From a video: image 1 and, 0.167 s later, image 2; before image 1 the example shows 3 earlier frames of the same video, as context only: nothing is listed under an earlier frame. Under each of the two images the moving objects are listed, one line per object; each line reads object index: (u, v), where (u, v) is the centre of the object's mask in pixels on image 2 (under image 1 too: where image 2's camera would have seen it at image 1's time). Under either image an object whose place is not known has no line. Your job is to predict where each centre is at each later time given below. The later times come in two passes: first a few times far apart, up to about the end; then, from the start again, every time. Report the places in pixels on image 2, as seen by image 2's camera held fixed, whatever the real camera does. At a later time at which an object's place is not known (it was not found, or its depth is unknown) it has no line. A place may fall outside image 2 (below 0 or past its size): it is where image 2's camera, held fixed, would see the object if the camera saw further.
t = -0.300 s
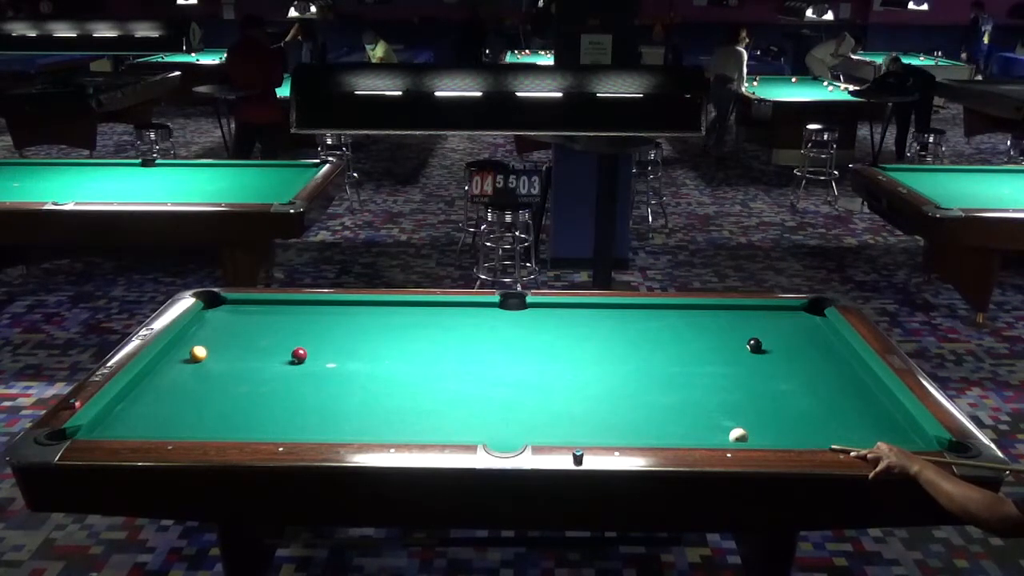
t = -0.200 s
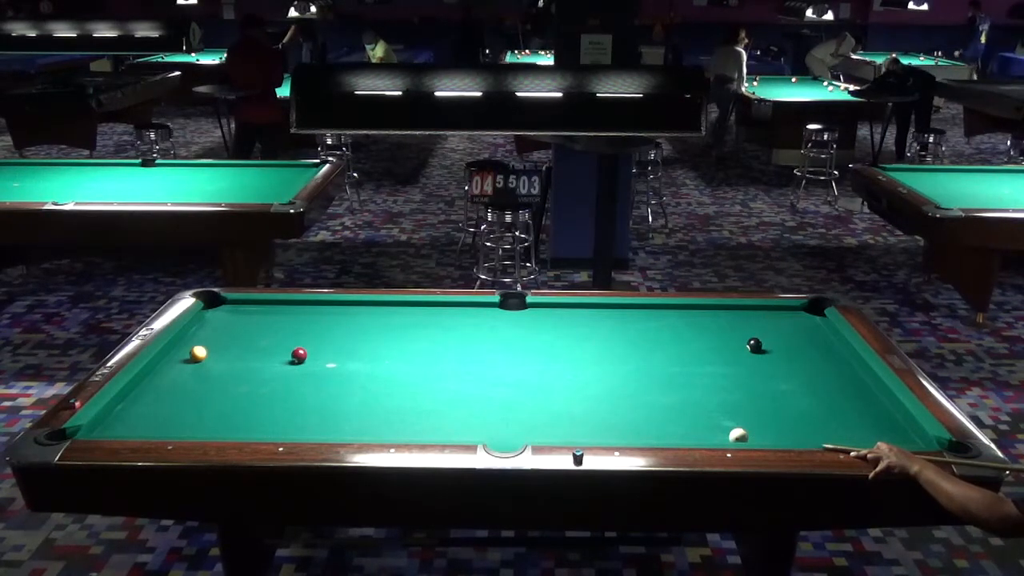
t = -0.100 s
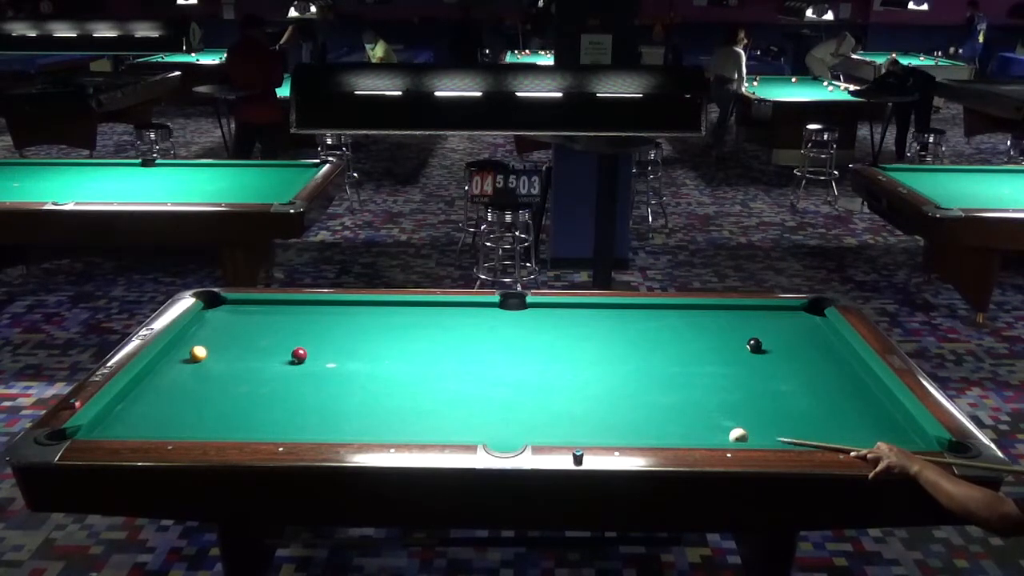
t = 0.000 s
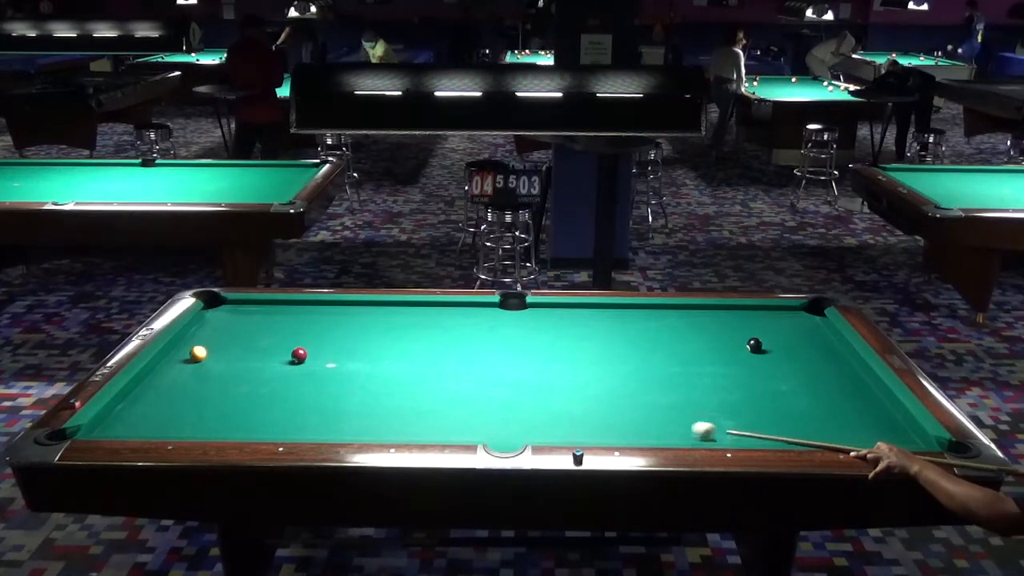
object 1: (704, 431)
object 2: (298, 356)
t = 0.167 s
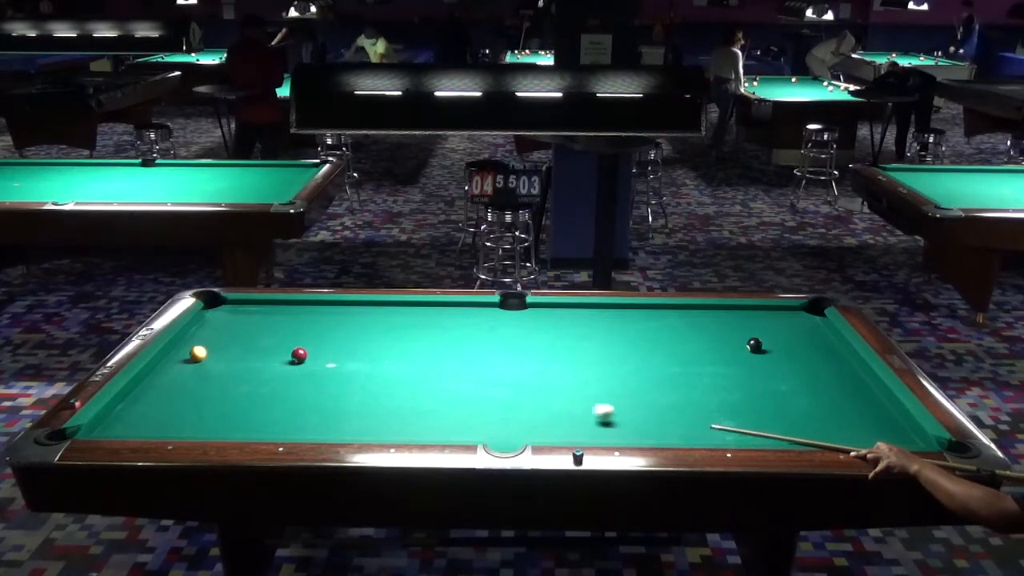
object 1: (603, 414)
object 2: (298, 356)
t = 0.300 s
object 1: (530, 401)
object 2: (298, 356)
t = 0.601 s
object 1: (380, 374)
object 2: (298, 356)
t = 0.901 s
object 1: (274, 366)
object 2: (275, 342)
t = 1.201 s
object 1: (195, 373)
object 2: (239, 321)
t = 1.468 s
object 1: (148, 379)
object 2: (212, 305)
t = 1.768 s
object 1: (183, 386)
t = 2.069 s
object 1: (217, 392)
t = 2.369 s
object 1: (249, 399)
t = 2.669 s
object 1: (280, 405)
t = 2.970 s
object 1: (310, 412)
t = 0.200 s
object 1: (585, 410)
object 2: (298, 356)
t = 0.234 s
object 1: (566, 407)
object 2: (298, 356)
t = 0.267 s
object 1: (548, 404)
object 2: (298, 356)
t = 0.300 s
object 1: (530, 401)
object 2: (298, 356)
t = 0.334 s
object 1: (512, 398)
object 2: (298, 356)
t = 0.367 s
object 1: (495, 394)
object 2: (298, 356)
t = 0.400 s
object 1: (477, 391)
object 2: (298, 356)
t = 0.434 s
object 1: (461, 388)
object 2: (298, 356)
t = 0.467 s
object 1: (444, 385)
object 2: (298, 356)
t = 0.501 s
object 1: (428, 382)
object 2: (298, 356)
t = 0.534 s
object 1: (411, 379)
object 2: (298, 356)
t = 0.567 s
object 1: (395, 376)
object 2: (298, 356)
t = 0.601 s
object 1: (380, 374)
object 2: (298, 356)
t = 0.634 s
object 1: (364, 371)
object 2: (298, 356)
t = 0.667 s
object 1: (348, 368)
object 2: (298, 356)
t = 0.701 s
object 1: (335, 365)
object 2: (298, 356)
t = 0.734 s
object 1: (320, 363)
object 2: (298, 356)
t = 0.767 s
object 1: (306, 361)
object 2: (295, 355)
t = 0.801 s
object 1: (298, 362)
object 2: (291, 351)
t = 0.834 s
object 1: (290, 364)
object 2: (285, 348)
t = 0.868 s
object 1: (283, 365)
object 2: (280, 345)
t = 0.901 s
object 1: (274, 366)
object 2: (275, 342)
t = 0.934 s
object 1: (265, 367)
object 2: (270, 340)
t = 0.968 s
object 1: (257, 368)
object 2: (266, 337)
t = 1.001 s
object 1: (248, 368)
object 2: (262, 335)
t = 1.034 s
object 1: (239, 369)
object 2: (257, 333)
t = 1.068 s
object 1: (230, 370)
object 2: (254, 330)
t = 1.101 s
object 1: (221, 371)
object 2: (250, 328)
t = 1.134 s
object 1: (213, 371)
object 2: (246, 326)
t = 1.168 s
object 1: (204, 372)
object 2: (243, 323)
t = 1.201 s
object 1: (195, 373)
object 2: (239, 321)
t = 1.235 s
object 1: (186, 373)
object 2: (235, 319)
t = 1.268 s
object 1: (177, 374)
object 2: (232, 317)
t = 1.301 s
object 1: (168, 375)
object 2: (229, 315)
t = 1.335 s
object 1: (159, 376)
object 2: (225, 313)
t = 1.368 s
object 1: (150, 376)
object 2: (222, 310)
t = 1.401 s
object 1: (141, 378)
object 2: (218, 309)
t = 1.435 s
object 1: (144, 378)
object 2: (216, 306)
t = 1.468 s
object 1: (148, 379)
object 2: (212, 305)
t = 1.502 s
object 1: (152, 380)
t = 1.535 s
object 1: (156, 381)
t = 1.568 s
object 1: (160, 381)
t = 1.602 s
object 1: (164, 382)
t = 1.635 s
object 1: (168, 382)
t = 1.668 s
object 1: (171, 384)
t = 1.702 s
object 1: (175, 384)
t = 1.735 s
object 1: (179, 385)
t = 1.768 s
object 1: (183, 386)
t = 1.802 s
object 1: (187, 386)
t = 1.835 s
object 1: (190, 387)
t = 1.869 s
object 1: (194, 388)
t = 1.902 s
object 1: (198, 389)
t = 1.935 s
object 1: (201, 390)
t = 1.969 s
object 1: (205, 390)
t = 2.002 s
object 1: (209, 391)
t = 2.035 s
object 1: (213, 391)
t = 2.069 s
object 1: (217, 392)
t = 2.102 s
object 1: (220, 393)
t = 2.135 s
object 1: (224, 394)
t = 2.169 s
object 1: (227, 395)
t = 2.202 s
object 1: (231, 395)
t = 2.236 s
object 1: (235, 396)
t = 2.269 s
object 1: (238, 397)
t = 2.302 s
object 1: (242, 398)
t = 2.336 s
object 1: (245, 398)
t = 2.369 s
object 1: (249, 399)
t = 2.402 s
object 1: (253, 400)
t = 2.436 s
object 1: (256, 400)
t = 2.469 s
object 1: (260, 401)
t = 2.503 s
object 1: (264, 402)
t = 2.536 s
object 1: (267, 403)
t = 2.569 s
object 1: (270, 403)
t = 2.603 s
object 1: (273, 404)
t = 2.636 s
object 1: (277, 405)
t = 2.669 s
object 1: (280, 405)
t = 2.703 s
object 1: (284, 406)
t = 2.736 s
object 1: (287, 407)
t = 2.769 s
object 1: (290, 408)
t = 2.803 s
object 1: (294, 408)
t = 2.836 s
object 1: (298, 409)
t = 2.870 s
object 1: (300, 410)
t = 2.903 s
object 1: (304, 410)
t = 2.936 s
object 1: (308, 411)
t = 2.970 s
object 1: (310, 412)
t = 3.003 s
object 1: (314, 412)
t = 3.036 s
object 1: (317, 413)
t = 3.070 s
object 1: (320, 414)
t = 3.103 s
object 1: (324, 415)
